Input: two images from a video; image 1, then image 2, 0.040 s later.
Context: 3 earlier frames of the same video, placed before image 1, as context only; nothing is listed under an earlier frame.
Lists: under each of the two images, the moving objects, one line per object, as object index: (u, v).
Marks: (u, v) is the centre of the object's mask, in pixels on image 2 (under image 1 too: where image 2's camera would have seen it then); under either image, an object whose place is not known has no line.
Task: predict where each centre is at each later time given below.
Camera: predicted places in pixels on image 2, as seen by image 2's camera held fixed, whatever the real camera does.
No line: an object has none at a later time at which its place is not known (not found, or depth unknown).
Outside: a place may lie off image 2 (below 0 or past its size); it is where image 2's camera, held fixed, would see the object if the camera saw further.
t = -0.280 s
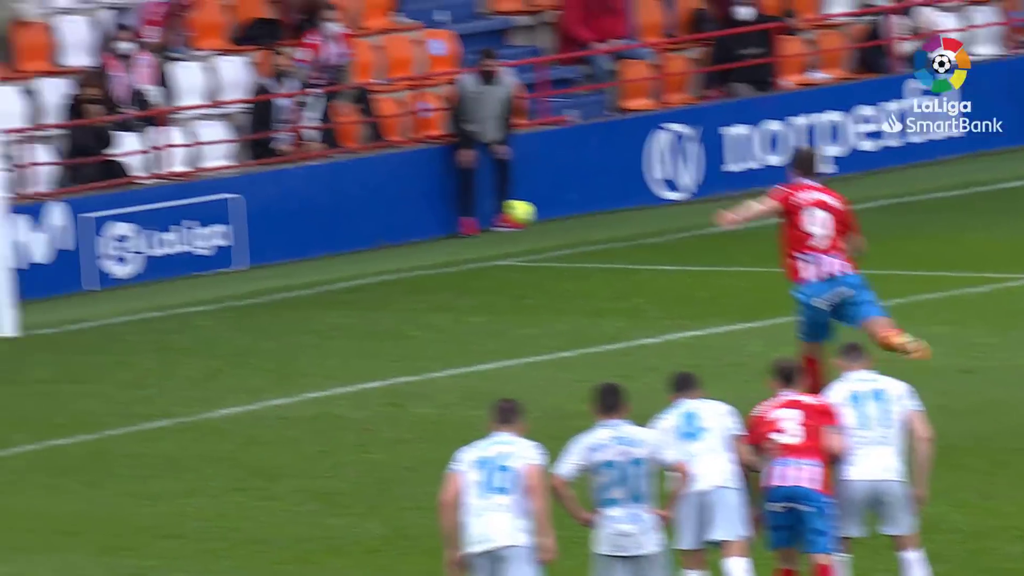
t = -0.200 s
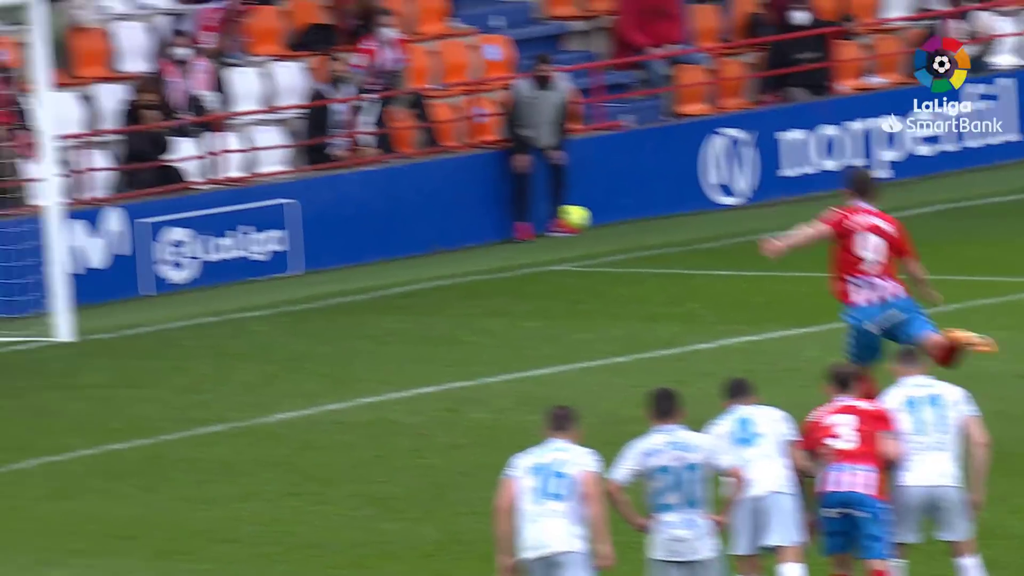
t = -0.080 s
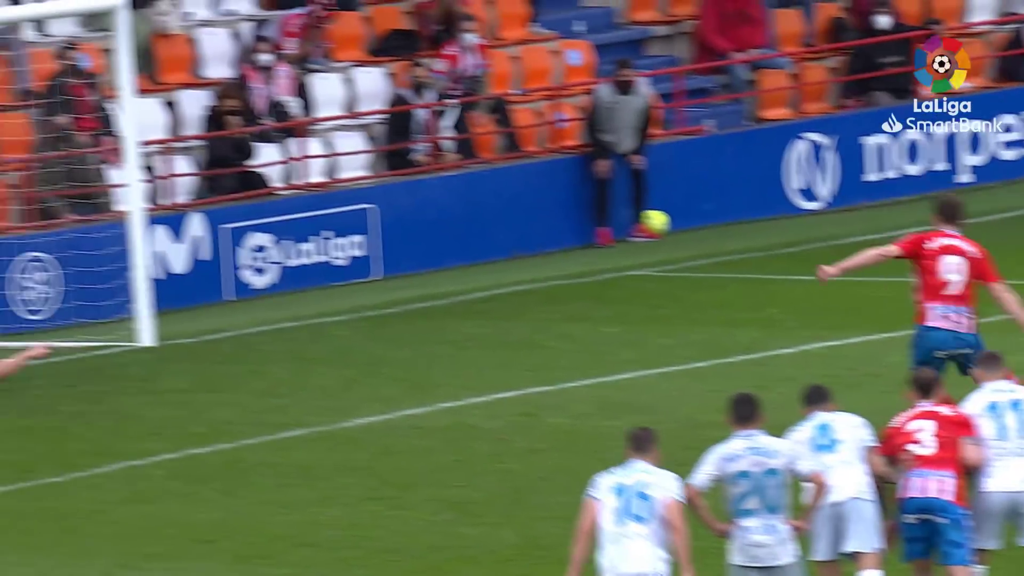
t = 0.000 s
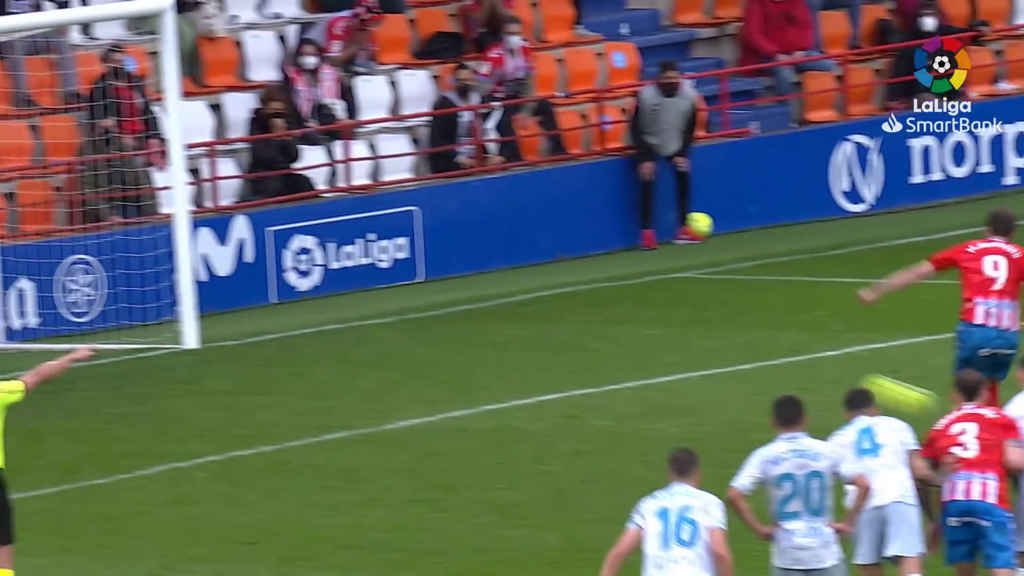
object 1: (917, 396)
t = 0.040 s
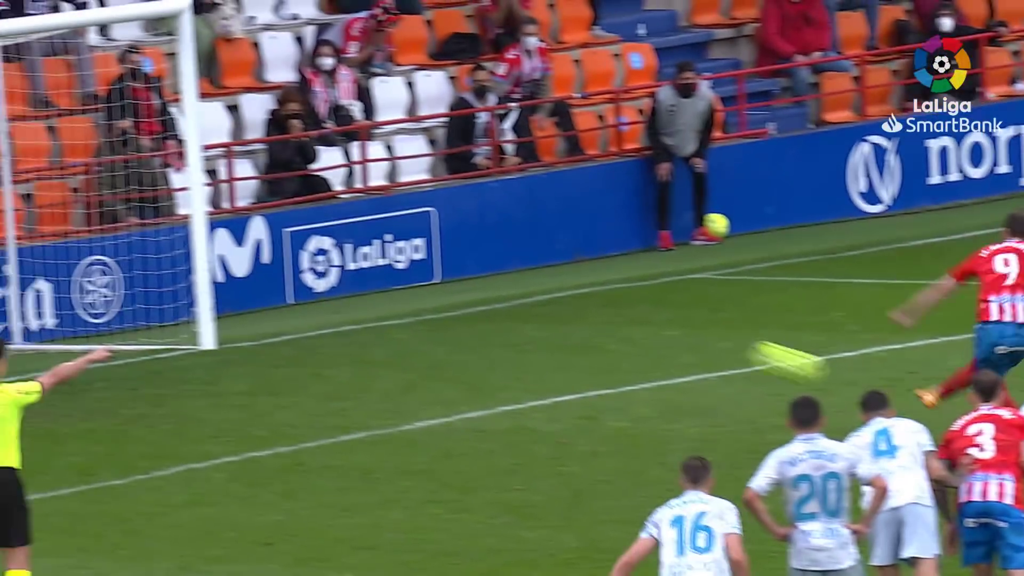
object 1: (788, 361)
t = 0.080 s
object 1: (663, 331)
